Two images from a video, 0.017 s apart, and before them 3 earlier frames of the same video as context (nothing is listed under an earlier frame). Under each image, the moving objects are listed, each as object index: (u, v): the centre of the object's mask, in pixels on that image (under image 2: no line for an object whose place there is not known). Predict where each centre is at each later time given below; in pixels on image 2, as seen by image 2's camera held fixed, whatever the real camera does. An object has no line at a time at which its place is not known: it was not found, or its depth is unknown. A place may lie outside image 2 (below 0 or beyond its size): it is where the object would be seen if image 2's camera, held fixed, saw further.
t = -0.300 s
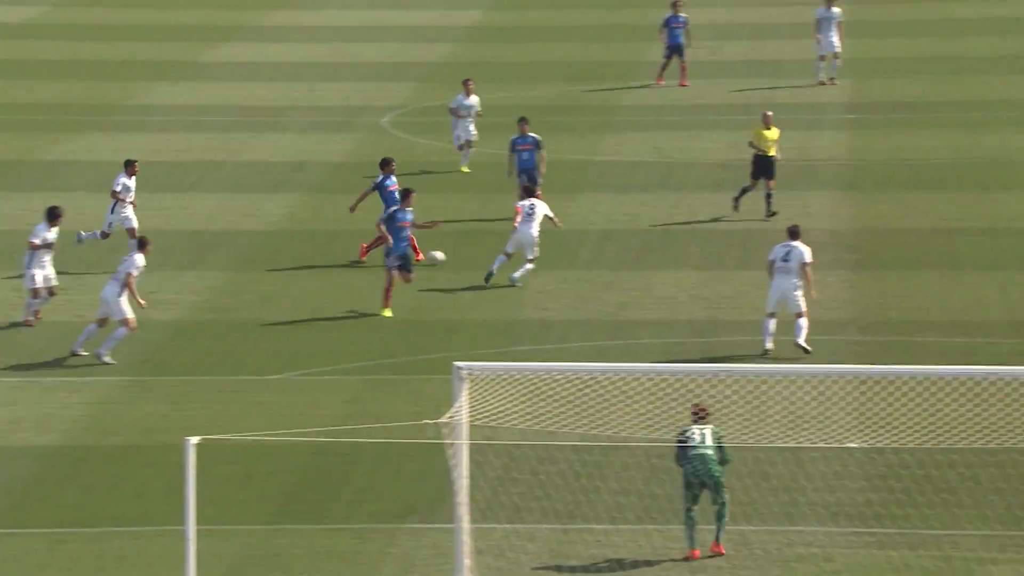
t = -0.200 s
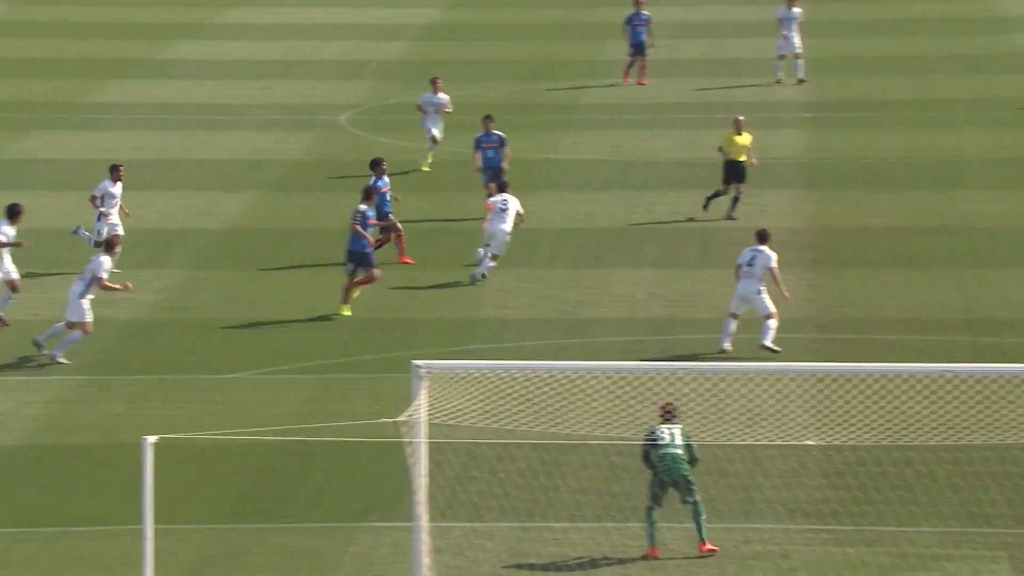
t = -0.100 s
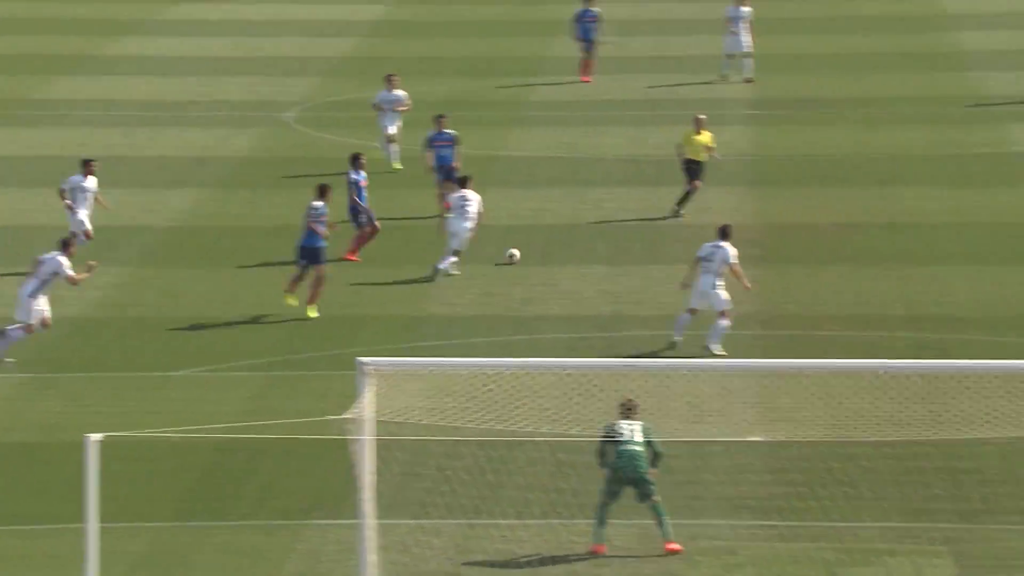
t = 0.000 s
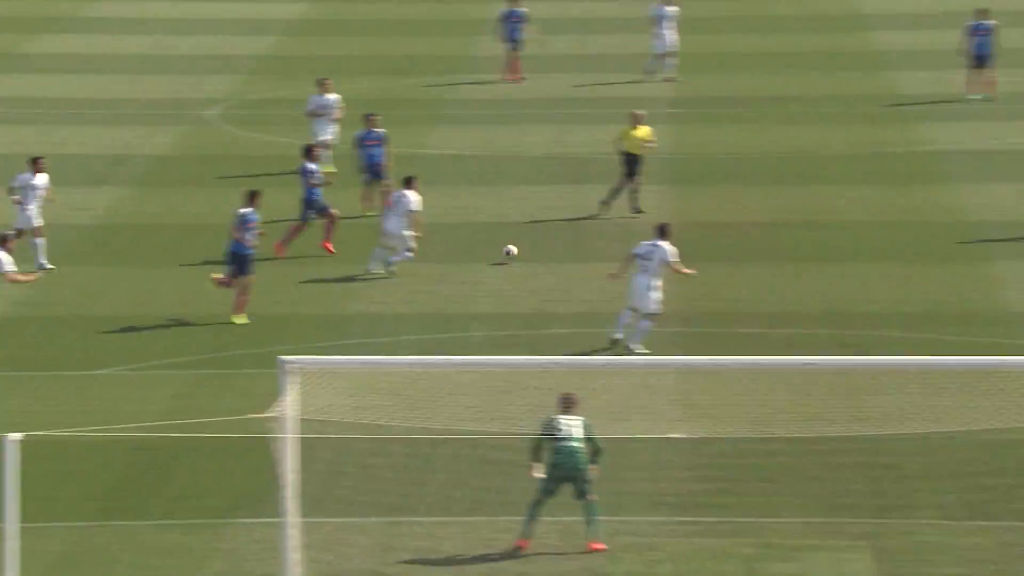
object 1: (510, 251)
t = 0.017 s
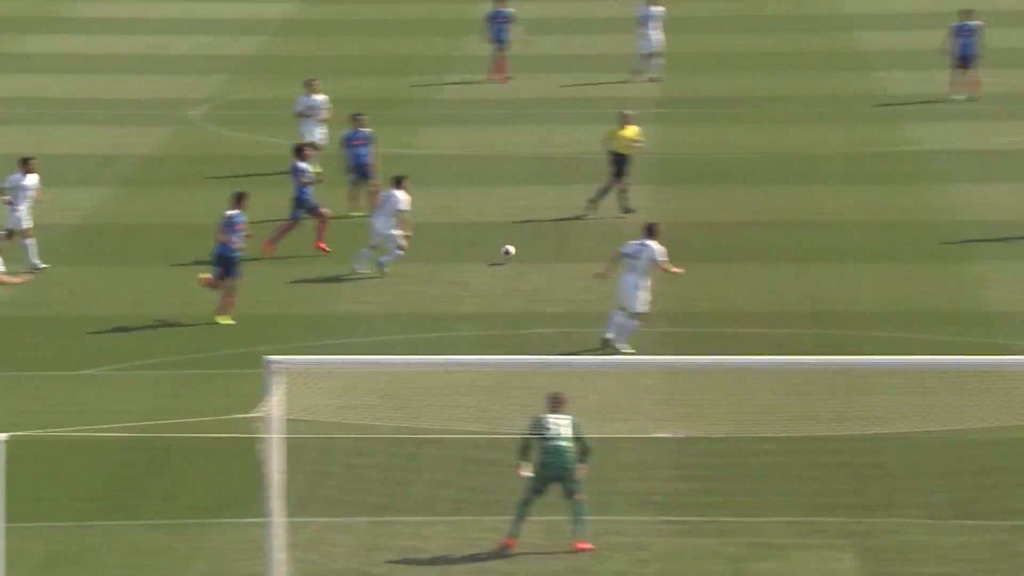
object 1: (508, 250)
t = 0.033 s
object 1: (519, 251)
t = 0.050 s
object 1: (530, 252)
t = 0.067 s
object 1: (540, 254)
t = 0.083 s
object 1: (550, 256)
